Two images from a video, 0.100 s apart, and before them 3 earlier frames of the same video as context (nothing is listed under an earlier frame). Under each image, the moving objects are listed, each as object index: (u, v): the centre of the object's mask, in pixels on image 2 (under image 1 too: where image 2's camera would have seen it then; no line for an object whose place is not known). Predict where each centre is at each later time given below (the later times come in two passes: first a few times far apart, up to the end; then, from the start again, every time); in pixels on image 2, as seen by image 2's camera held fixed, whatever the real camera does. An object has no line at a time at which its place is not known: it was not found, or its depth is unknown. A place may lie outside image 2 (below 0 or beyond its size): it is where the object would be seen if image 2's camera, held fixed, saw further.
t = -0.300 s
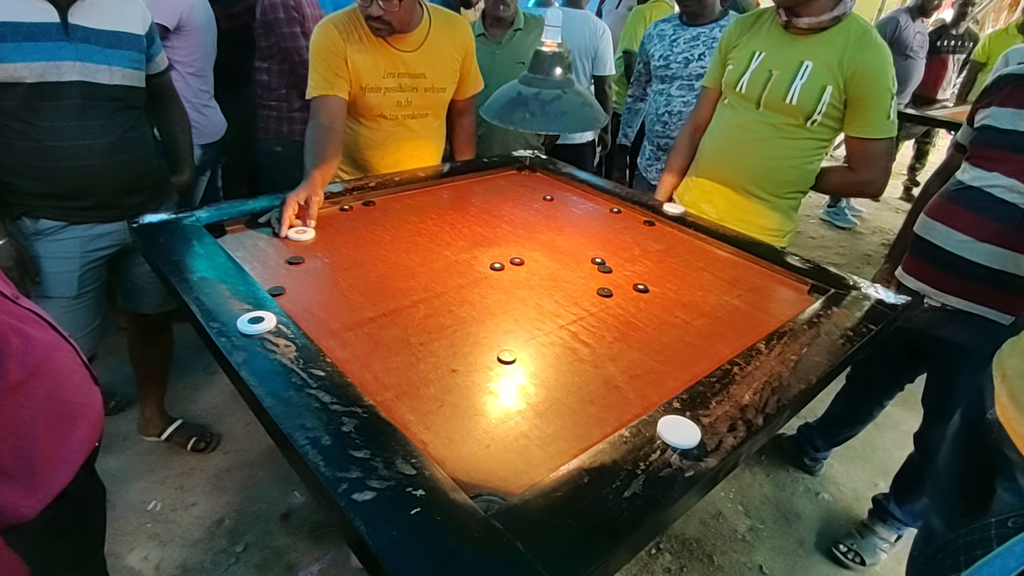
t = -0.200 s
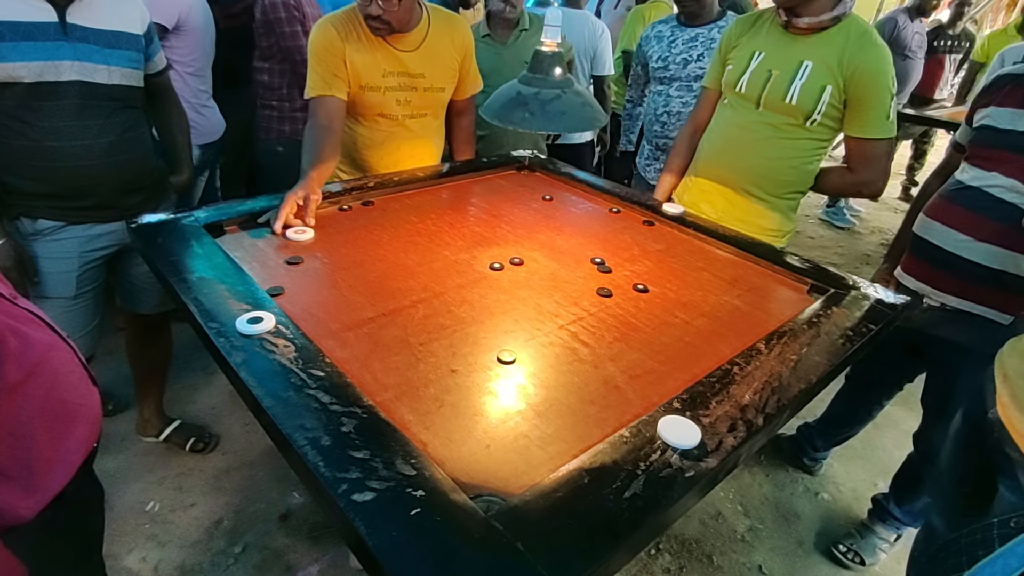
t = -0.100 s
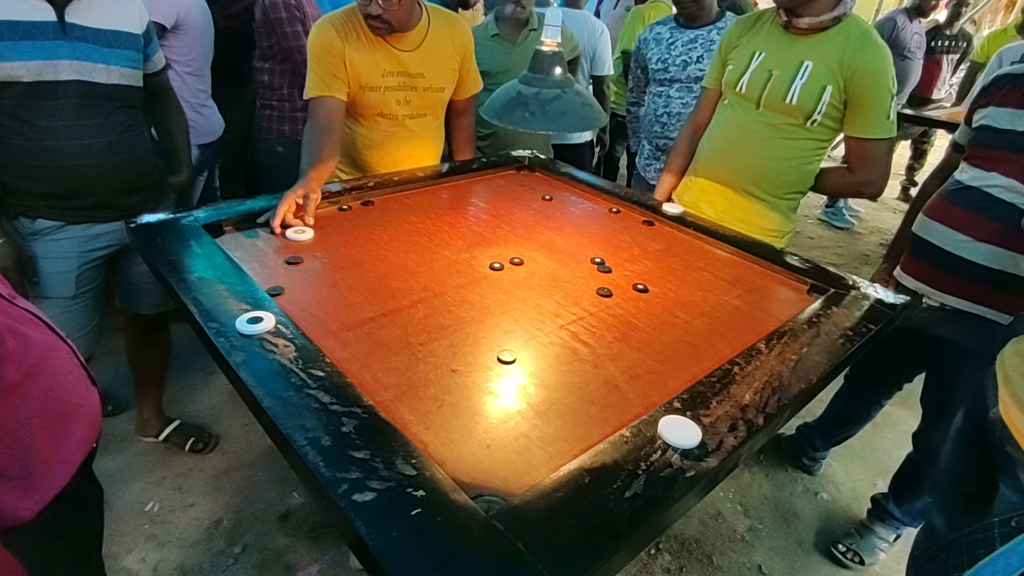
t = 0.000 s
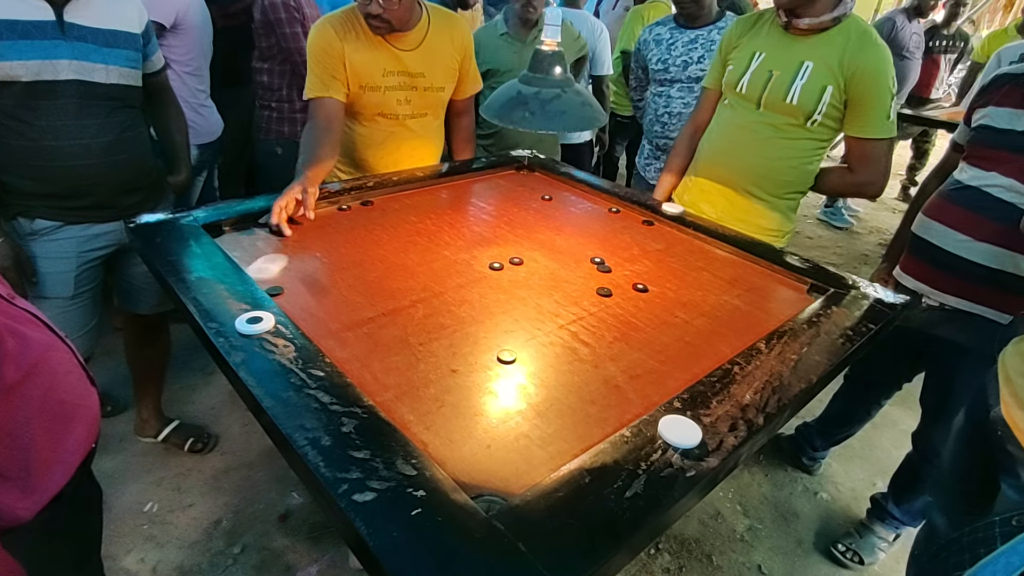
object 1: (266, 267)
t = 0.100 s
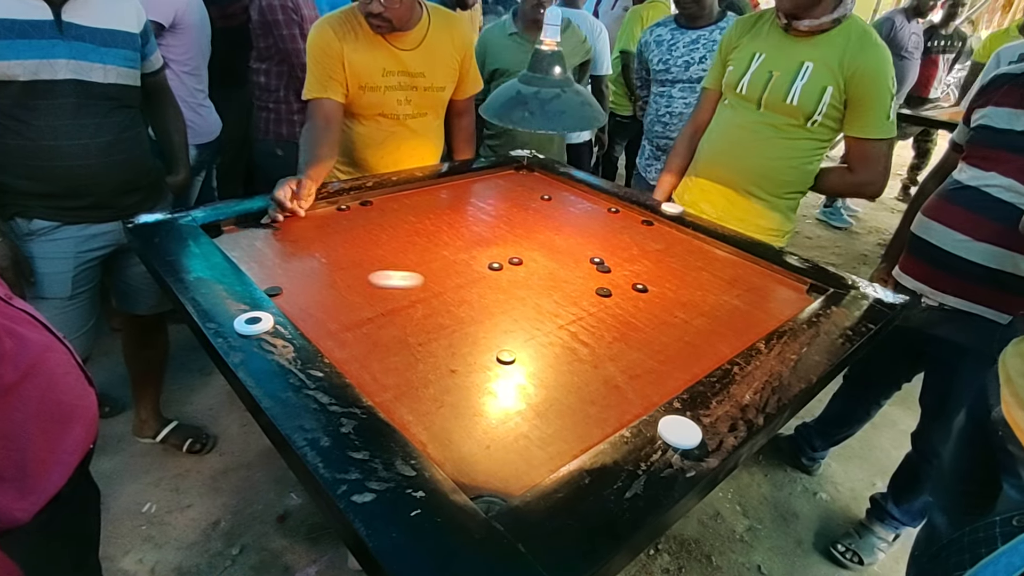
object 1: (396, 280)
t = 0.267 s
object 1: (611, 291)
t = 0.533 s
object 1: (794, 293)
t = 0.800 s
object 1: (703, 320)
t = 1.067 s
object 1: (636, 335)
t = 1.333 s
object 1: (628, 341)
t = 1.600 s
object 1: (628, 341)
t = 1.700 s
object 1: (628, 341)
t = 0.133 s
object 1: (442, 282)
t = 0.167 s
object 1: (488, 284)
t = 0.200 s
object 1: (535, 287)
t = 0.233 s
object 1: (578, 289)
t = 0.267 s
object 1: (611, 291)
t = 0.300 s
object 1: (641, 294)
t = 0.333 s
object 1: (670, 295)
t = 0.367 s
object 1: (699, 297)
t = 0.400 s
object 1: (724, 296)
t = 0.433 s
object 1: (747, 292)
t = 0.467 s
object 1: (769, 289)
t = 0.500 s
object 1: (789, 287)
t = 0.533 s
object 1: (794, 293)
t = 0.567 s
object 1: (792, 302)
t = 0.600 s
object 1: (780, 307)
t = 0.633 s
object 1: (766, 309)
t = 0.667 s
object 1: (751, 311)
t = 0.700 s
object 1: (738, 314)
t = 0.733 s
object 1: (725, 316)
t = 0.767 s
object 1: (714, 318)
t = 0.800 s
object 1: (703, 320)
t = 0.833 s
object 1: (692, 322)
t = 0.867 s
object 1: (681, 324)
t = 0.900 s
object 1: (672, 327)
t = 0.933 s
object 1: (663, 329)
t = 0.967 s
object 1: (654, 330)
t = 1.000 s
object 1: (647, 332)
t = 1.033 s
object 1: (641, 334)
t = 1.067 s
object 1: (636, 335)
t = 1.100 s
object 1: (632, 336)
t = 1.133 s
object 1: (630, 338)
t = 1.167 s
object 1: (629, 339)
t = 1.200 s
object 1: (628, 340)
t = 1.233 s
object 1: (628, 340)
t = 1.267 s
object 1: (628, 341)
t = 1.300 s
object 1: (628, 341)
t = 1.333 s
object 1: (628, 341)
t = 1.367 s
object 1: (628, 341)
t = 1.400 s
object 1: (628, 341)
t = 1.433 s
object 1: (628, 341)
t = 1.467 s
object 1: (628, 341)
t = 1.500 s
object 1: (628, 341)
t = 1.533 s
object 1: (628, 341)
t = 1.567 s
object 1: (628, 341)
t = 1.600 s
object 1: (628, 341)
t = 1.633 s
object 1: (628, 341)
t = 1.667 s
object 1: (628, 341)
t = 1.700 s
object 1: (628, 341)
